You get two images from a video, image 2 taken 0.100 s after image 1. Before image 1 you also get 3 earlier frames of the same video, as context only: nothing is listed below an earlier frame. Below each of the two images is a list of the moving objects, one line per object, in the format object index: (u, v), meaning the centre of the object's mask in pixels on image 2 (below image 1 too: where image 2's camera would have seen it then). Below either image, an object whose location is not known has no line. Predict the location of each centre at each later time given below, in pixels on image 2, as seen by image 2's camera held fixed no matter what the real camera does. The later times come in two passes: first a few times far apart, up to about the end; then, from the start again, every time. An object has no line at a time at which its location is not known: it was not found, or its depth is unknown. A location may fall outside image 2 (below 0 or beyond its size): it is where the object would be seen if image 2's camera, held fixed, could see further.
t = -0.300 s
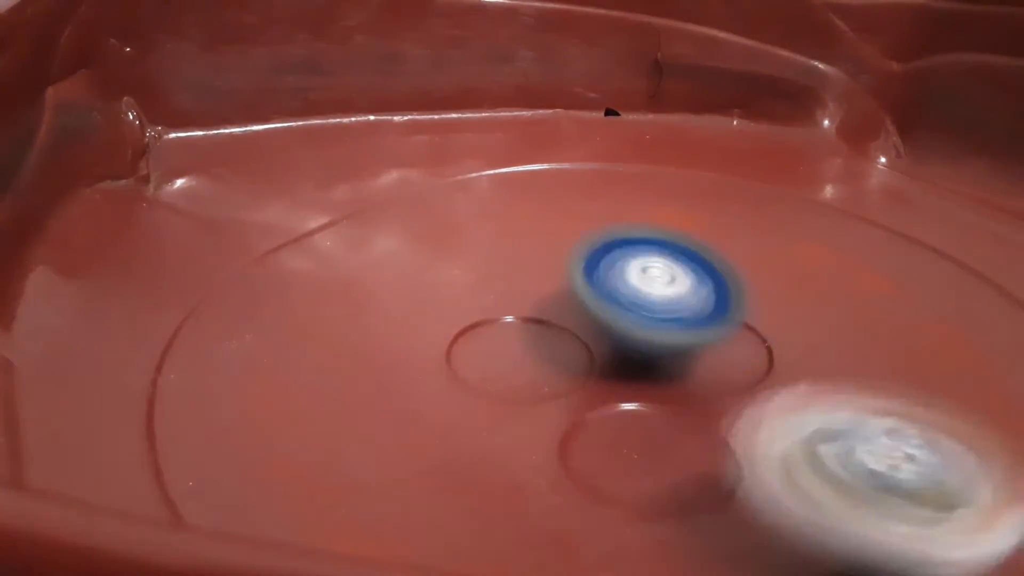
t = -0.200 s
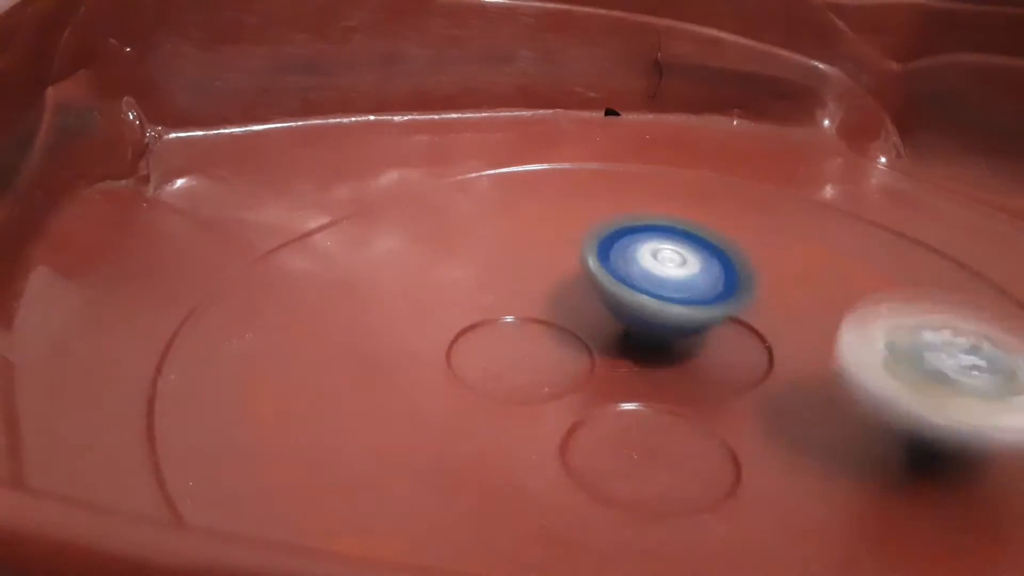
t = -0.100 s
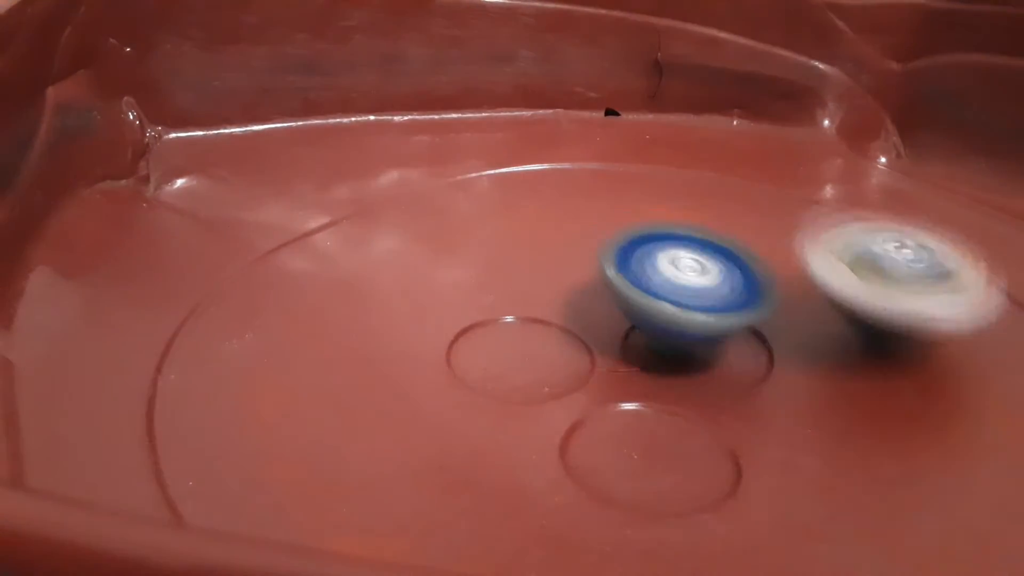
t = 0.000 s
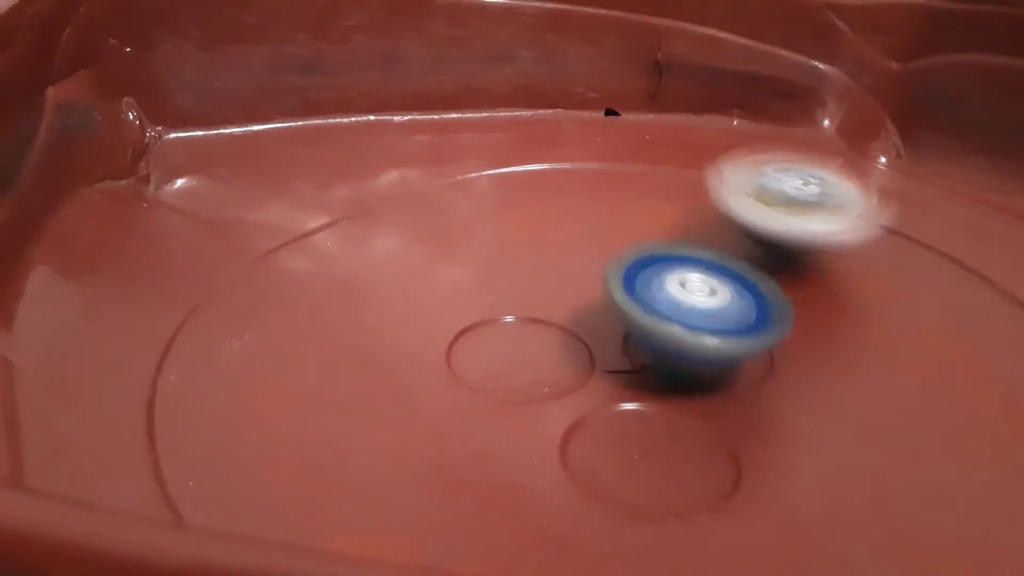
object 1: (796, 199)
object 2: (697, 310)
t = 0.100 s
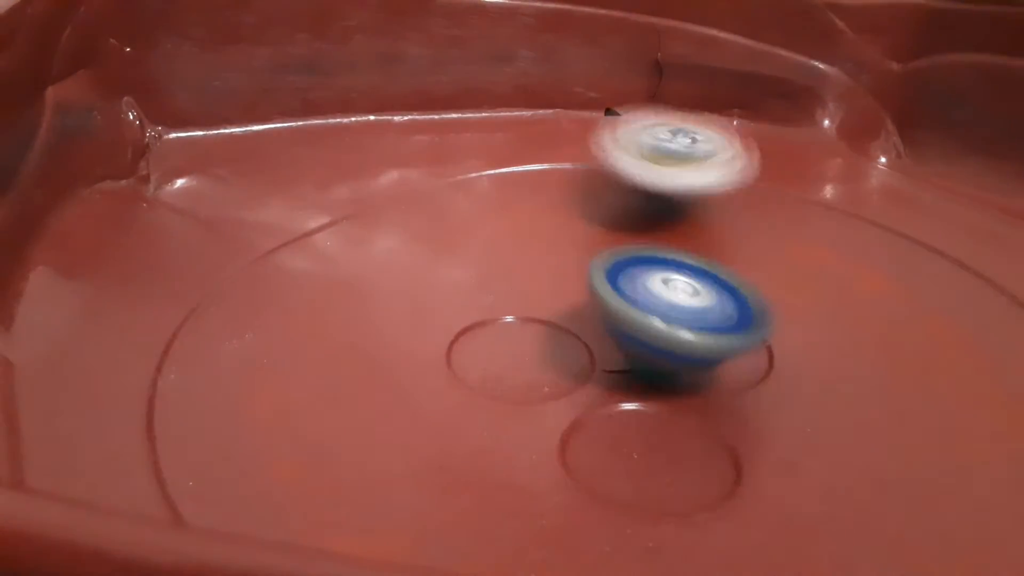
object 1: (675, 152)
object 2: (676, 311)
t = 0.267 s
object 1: (458, 147)
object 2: (703, 307)
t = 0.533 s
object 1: (321, 331)
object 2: (685, 307)
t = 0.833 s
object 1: (917, 460)
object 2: (706, 322)
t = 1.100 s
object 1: (956, 243)
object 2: (746, 292)
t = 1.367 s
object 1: (596, 197)
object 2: (667, 304)
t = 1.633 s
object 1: (239, 233)
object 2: (678, 309)
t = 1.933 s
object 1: (566, 446)
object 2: (712, 312)
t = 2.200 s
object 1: (905, 306)
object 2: (703, 289)
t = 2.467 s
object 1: (732, 177)
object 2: (719, 296)
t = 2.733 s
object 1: (413, 263)
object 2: (692, 315)
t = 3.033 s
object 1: (652, 471)
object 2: (711, 313)
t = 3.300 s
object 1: (942, 335)
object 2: (639, 277)
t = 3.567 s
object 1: (954, 240)
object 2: (547, 197)
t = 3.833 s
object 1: (686, 309)
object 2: (493, 238)
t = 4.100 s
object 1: (682, 414)
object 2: (327, 255)
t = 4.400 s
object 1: (639, 401)
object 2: (360, 318)
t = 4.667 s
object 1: (660, 365)
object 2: (450, 317)
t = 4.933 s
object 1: (677, 368)
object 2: (548, 286)
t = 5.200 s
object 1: (691, 378)
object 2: (505, 297)
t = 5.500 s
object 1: (649, 389)
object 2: (511, 294)
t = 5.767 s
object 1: (724, 373)
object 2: (434, 269)
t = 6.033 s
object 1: (616, 394)
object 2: (453, 295)
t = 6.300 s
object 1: (672, 382)
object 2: (532, 293)
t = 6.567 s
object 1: (702, 374)
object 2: (506, 294)
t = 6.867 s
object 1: (678, 396)
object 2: (503, 312)
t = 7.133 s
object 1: (675, 385)
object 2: (524, 302)
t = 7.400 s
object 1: (680, 375)
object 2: (531, 282)
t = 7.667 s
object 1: (674, 394)
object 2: (520, 304)
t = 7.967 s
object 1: (685, 405)
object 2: (504, 297)
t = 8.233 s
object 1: (690, 380)
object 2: (515, 300)
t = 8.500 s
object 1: (670, 405)
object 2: (534, 301)
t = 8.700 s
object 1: (659, 397)
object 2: (530, 303)
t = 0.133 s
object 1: (633, 143)
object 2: (671, 306)
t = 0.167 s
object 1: (587, 140)
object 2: (674, 301)
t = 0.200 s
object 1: (543, 139)
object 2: (680, 301)
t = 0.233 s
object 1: (500, 141)
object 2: (691, 301)
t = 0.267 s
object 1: (458, 147)
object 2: (703, 307)
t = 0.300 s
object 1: (413, 160)
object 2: (712, 313)
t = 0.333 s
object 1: (368, 174)
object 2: (718, 321)
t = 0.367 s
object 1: (329, 189)
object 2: (718, 325)
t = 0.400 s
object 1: (303, 208)
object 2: (711, 324)
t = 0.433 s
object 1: (286, 233)
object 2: (696, 320)
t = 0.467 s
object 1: (285, 260)
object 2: (686, 314)
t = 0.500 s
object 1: (299, 295)
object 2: (681, 310)
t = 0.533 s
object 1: (321, 331)
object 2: (685, 307)
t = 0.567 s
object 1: (356, 367)
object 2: (696, 305)
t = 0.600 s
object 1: (407, 403)
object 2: (710, 305)
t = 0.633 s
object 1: (475, 437)
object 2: (724, 308)
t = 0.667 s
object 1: (551, 459)
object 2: (737, 311)
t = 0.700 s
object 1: (631, 475)
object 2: (745, 315)
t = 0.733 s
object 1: (713, 481)
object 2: (747, 317)
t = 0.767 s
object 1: (800, 483)
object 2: (735, 319)
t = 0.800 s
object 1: (872, 477)
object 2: (720, 323)
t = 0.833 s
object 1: (917, 460)
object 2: (706, 322)
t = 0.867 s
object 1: (952, 437)
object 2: (696, 317)
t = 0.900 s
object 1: (977, 408)
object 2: (693, 309)
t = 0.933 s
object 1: (993, 377)
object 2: (694, 303)
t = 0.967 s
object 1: (999, 343)
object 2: (701, 299)
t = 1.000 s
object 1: (998, 311)
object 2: (711, 295)
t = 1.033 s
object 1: (988, 283)
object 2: (723, 291)
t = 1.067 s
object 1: (975, 264)
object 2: (735, 290)
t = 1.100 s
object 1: (956, 243)
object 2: (746, 292)
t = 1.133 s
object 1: (932, 227)
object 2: (756, 298)
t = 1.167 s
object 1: (890, 212)
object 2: (759, 305)
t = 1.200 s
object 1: (840, 202)
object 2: (749, 313)
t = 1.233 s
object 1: (790, 195)
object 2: (729, 318)
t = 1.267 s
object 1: (741, 192)
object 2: (705, 321)
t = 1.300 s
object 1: (691, 191)
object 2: (686, 312)
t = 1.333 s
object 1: (642, 195)
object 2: (669, 305)
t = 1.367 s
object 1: (596, 197)
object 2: (667, 304)
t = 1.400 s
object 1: (539, 193)
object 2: (679, 313)
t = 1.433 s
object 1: (489, 193)
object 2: (688, 315)
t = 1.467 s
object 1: (439, 194)
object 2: (689, 315)
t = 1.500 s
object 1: (392, 196)
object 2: (685, 312)
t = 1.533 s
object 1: (345, 200)
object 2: (677, 309)
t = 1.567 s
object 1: (303, 208)
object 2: (673, 306)
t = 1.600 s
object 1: (266, 218)
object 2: (676, 308)
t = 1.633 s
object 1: (239, 233)
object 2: (678, 309)
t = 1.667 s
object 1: (219, 257)
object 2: (676, 307)
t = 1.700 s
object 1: (209, 283)
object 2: (677, 306)
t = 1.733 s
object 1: (216, 312)
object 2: (681, 307)
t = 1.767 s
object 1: (237, 343)
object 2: (684, 307)
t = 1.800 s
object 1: (278, 375)
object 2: (689, 307)
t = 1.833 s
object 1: (336, 404)
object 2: (695, 309)
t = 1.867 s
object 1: (407, 428)
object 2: (704, 308)
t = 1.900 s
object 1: (485, 440)
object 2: (709, 311)
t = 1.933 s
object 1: (566, 446)
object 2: (712, 312)
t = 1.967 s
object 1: (635, 442)
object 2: (712, 311)
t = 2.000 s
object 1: (707, 434)
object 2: (711, 305)
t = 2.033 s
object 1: (762, 419)
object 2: (704, 301)
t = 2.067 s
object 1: (806, 400)
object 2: (691, 297)
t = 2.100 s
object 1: (849, 380)
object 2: (688, 302)
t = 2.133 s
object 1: (881, 356)
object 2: (695, 297)
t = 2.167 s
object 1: (898, 331)
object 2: (700, 293)
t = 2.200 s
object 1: (905, 306)
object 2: (703, 289)
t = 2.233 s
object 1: (912, 279)
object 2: (703, 285)
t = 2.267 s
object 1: (910, 255)
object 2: (705, 283)
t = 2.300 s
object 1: (897, 231)
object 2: (711, 282)
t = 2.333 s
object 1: (875, 210)
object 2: (718, 283)
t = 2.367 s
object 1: (847, 193)
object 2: (723, 286)
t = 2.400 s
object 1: (813, 181)
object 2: (725, 290)
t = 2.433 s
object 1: (775, 175)
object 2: (724, 293)
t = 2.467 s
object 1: (732, 177)
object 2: (719, 296)
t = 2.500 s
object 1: (694, 180)
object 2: (712, 299)
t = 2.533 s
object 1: (654, 190)
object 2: (705, 303)
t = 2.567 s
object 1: (616, 203)
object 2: (699, 307)
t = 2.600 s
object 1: (570, 213)
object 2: (705, 319)
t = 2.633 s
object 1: (524, 222)
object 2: (706, 325)
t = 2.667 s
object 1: (481, 232)
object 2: (703, 326)
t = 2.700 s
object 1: (444, 245)
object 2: (697, 322)
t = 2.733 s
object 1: (413, 263)
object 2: (692, 315)
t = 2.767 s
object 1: (393, 284)
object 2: (686, 313)
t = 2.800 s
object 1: (384, 309)
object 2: (683, 311)
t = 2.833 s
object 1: (384, 337)
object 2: (682, 310)
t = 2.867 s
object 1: (393, 363)
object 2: (683, 310)
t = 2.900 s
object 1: (415, 392)
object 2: (685, 310)
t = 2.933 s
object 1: (456, 422)
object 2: (690, 308)
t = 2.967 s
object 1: (515, 445)
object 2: (696, 309)
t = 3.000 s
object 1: (582, 461)
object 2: (703, 311)
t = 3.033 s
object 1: (652, 471)
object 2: (711, 313)
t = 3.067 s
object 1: (715, 471)
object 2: (717, 313)
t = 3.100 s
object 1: (780, 464)
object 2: (718, 313)
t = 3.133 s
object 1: (831, 449)
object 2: (716, 315)
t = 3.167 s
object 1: (867, 425)
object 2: (711, 317)
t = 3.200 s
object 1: (888, 399)
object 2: (707, 317)
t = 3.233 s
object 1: (898, 372)
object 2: (702, 315)
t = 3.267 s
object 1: (908, 350)
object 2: (684, 305)
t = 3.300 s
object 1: (942, 335)
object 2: (639, 277)
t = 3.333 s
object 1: (968, 319)
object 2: (614, 252)
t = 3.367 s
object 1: (982, 303)
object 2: (592, 234)
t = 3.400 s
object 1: (995, 285)
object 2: (574, 219)
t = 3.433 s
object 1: (1000, 268)
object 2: (562, 213)
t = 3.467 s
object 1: (993, 256)
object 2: (558, 206)
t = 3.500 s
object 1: (980, 249)
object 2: (555, 200)
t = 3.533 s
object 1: (968, 244)
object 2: (551, 198)
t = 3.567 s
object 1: (954, 240)
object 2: (547, 197)
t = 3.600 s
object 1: (938, 244)
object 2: (541, 197)
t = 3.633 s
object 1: (919, 244)
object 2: (535, 198)
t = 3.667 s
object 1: (891, 249)
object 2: (528, 201)
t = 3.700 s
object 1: (853, 256)
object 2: (521, 207)
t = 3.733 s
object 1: (810, 269)
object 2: (514, 214)
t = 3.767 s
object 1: (768, 283)
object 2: (505, 222)
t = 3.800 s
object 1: (721, 302)
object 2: (498, 231)
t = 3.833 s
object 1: (686, 309)
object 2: (493, 238)
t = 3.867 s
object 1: (663, 307)
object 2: (485, 249)
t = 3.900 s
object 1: (648, 307)
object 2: (478, 257)
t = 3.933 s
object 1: (653, 320)
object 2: (458, 263)
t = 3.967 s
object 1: (692, 358)
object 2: (408, 253)
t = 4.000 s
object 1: (714, 384)
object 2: (376, 250)
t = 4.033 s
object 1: (717, 401)
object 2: (355, 251)
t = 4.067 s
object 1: (701, 411)
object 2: (340, 251)
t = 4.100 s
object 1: (682, 414)
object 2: (327, 255)
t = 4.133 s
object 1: (665, 412)
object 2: (318, 258)
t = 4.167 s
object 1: (655, 407)
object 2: (311, 263)
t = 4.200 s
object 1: (648, 405)
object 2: (308, 269)
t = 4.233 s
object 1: (641, 403)
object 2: (307, 276)
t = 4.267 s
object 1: (640, 401)
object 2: (311, 284)
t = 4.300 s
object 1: (637, 402)
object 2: (317, 292)
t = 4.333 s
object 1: (635, 402)
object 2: (326, 300)
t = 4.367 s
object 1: (636, 404)
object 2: (342, 309)
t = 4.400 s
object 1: (639, 401)
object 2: (360, 318)
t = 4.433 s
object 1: (643, 393)
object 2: (384, 330)
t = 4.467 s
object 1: (636, 386)
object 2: (408, 337)
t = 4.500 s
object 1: (630, 376)
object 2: (423, 336)
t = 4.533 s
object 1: (635, 369)
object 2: (424, 332)
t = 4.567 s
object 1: (638, 364)
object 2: (428, 329)
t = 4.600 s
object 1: (641, 362)
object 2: (439, 326)
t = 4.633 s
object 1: (648, 363)
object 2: (445, 322)
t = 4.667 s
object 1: (660, 365)
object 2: (450, 317)
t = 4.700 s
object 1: (667, 365)
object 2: (460, 312)
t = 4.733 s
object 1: (673, 365)
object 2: (472, 310)
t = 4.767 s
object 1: (680, 364)
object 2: (483, 307)
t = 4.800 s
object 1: (685, 364)
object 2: (498, 302)
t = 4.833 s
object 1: (689, 362)
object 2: (511, 298)
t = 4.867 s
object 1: (683, 365)
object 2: (523, 295)
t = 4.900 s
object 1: (681, 368)
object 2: (536, 291)
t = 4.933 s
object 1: (677, 368)
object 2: (548, 286)
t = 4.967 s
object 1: (680, 373)
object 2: (560, 284)
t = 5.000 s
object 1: (681, 381)
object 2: (568, 283)
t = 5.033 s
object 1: (686, 385)
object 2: (568, 293)
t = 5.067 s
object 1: (695, 387)
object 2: (559, 302)
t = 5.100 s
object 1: (710, 390)
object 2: (543, 304)
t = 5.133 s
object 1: (723, 387)
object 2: (524, 306)
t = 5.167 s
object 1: (709, 387)
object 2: (512, 302)
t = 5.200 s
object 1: (691, 378)
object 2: (505, 297)
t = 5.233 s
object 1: (674, 376)
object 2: (499, 287)
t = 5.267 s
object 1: (667, 376)
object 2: (493, 281)
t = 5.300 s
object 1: (656, 383)
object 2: (494, 275)
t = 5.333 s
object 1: (650, 388)
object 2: (499, 275)
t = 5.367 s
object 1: (646, 393)
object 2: (511, 278)
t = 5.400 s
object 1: (650, 396)
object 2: (517, 284)
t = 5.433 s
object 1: (644, 396)
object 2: (519, 286)
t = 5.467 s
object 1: (650, 391)
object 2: (516, 290)
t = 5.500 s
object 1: (649, 389)
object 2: (511, 294)
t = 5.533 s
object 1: (647, 385)
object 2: (503, 298)
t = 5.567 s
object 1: (645, 386)
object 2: (497, 301)
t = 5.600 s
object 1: (672, 399)
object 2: (476, 293)
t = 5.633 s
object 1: (708, 404)
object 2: (463, 279)
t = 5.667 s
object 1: (723, 401)
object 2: (458, 271)
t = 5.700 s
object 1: (728, 390)
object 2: (451, 269)
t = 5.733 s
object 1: (728, 382)
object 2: (443, 268)
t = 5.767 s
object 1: (724, 373)
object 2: (434, 269)
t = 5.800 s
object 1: (713, 370)
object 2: (429, 270)
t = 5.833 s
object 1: (692, 365)
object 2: (425, 272)
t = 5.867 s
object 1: (673, 369)
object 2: (424, 275)
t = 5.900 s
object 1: (652, 374)
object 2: (424, 278)
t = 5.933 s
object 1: (640, 381)
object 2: (429, 281)
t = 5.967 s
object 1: (624, 385)
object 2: (434, 286)
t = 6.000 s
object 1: (622, 390)
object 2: (444, 291)
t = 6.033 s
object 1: (616, 394)
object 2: (453, 295)
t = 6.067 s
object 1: (622, 396)
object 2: (468, 300)
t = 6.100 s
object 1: (633, 397)
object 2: (483, 307)
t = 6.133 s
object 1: (636, 395)
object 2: (498, 310)
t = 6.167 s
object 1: (646, 389)
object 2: (510, 310)
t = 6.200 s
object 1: (639, 384)
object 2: (519, 307)
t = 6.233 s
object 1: (649, 385)
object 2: (526, 303)
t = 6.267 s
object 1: (659, 386)
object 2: (530, 297)
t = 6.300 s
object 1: (672, 382)
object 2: (532, 293)
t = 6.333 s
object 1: (690, 381)
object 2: (538, 287)
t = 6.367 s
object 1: (697, 378)
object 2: (544, 283)
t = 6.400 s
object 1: (706, 371)
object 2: (547, 281)
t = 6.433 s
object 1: (707, 369)
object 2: (543, 287)
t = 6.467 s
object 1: (695, 366)
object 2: (536, 292)
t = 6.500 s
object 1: (687, 366)
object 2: (531, 294)
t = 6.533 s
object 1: (688, 368)
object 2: (524, 292)
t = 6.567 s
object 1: (702, 374)
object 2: (506, 294)
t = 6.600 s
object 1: (714, 379)
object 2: (497, 291)
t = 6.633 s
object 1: (712, 387)
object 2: (496, 290)
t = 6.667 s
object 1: (697, 385)
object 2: (497, 287)
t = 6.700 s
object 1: (695, 381)
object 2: (499, 288)
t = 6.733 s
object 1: (691, 386)
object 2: (500, 289)
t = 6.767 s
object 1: (686, 395)
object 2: (500, 294)
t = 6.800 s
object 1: (685, 394)
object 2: (502, 300)
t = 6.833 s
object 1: (676, 399)
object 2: (502, 306)
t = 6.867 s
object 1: (678, 396)
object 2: (503, 312)
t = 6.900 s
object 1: (679, 396)
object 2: (505, 319)
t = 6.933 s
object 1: (663, 395)
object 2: (509, 321)
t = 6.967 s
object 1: (660, 386)
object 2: (512, 323)
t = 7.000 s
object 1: (673, 393)
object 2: (513, 316)
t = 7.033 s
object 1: (665, 394)
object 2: (510, 311)
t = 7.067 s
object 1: (665, 386)
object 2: (509, 310)
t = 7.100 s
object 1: (674, 382)
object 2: (514, 307)
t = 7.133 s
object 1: (675, 385)
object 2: (524, 302)
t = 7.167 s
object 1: (672, 378)
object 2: (529, 298)
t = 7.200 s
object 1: (678, 369)
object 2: (531, 295)
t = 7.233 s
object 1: (685, 375)
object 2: (536, 293)
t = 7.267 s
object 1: (679, 370)
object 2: (540, 288)
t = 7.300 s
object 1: (678, 368)
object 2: (541, 284)
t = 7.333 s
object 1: (691, 372)
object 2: (531, 283)
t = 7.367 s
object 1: (684, 375)
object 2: (527, 283)
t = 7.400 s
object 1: (680, 375)
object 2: (531, 282)
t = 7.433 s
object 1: (691, 370)
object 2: (534, 281)
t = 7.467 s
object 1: (690, 381)
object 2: (531, 281)
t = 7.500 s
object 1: (686, 382)
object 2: (526, 284)
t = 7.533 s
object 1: (684, 383)
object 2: (524, 288)
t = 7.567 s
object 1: (684, 390)
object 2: (524, 291)
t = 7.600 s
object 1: (674, 390)
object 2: (523, 296)
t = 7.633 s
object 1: (668, 394)
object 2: (522, 300)
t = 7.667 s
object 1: (674, 394)
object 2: (520, 304)
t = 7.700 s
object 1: (658, 393)
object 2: (518, 308)
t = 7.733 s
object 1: (659, 390)
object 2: (519, 309)
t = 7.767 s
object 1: (664, 394)
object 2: (512, 303)
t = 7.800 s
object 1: (663, 397)
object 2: (511, 303)
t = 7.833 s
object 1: (654, 391)
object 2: (513, 302)
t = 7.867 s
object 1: (652, 383)
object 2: (515, 302)
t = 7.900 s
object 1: (686, 395)
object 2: (510, 301)
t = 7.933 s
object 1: (688, 403)
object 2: (503, 298)
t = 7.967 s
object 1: (685, 405)
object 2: (504, 297)
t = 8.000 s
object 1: (677, 399)
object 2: (511, 296)
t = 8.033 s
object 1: (683, 389)
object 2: (510, 295)
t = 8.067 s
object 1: (695, 388)
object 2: (506, 296)
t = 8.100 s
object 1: (709, 393)
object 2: (505, 296)
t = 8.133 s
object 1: (705, 392)
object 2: (510, 295)
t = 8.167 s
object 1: (698, 390)
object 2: (514, 298)
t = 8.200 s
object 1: (686, 384)
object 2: (516, 300)
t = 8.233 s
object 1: (690, 380)
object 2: (515, 300)
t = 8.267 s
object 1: (704, 383)
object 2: (520, 302)
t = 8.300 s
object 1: (714, 387)
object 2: (530, 303)
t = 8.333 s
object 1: (721, 392)
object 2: (534, 304)
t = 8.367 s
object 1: (714, 390)
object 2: (535, 305)
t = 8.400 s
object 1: (706, 389)
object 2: (539, 305)
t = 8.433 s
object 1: (690, 395)
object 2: (542, 305)
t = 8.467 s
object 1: (678, 401)
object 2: (545, 305)
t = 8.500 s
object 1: (670, 405)
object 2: (534, 301)
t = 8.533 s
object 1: (671, 404)
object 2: (528, 299)
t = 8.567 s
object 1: (665, 405)
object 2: (526, 305)
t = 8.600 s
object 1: (664, 409)
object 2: (530, 305)
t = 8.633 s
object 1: (664, 405)
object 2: (531, 302)
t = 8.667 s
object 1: (666, 396)
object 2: (531, 302)
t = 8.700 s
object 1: (659, 397)
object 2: (530, 303)
